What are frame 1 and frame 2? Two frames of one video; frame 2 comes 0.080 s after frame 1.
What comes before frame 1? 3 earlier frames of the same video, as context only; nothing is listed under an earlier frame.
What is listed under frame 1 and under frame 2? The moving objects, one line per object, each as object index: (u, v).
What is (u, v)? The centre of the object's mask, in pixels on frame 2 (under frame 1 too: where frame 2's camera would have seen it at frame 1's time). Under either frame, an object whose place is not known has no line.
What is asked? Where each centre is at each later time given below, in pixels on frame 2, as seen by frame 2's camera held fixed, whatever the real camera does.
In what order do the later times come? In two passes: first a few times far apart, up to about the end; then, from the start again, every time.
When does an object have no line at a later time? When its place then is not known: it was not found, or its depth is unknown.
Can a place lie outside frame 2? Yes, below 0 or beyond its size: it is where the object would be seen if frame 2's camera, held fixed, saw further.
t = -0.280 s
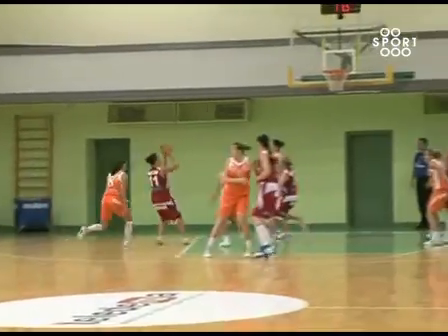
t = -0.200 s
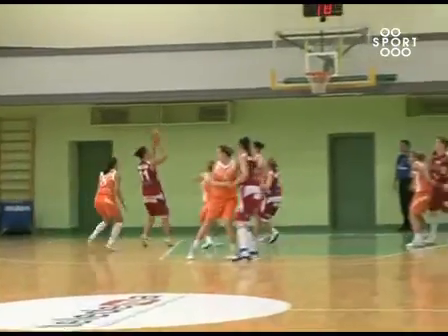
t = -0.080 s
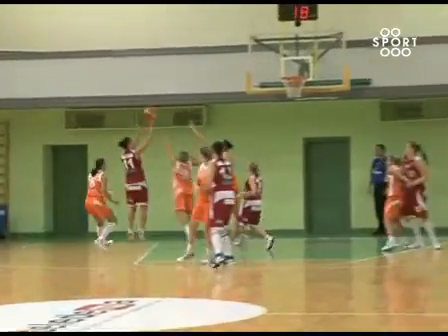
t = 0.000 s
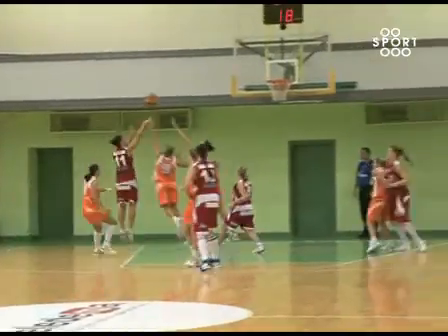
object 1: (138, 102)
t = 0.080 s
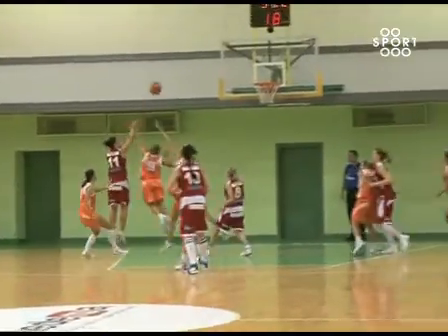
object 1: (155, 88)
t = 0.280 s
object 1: (196, 68)
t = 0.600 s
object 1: (256, 79)
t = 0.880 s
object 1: (240, 84)
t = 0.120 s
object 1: (163, 82)
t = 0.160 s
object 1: (171, 78)
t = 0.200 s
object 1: (180, 74)
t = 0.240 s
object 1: (188, 71)
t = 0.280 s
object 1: (196, 68)
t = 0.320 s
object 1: (204, 66)
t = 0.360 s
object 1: (212, 65)
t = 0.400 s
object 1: (219, 67)
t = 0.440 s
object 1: (228, 68)
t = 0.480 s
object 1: (236, 70)
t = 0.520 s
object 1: (242, 73)
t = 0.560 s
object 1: (251, 77)
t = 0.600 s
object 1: (256, 79)
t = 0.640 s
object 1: (254, 78)
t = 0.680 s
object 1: (253, 77)
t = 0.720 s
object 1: (251, 77)
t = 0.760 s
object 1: (248, 78)
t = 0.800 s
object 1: (246, 79)
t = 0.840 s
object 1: (243, 82)
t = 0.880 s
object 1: (240, 84)
